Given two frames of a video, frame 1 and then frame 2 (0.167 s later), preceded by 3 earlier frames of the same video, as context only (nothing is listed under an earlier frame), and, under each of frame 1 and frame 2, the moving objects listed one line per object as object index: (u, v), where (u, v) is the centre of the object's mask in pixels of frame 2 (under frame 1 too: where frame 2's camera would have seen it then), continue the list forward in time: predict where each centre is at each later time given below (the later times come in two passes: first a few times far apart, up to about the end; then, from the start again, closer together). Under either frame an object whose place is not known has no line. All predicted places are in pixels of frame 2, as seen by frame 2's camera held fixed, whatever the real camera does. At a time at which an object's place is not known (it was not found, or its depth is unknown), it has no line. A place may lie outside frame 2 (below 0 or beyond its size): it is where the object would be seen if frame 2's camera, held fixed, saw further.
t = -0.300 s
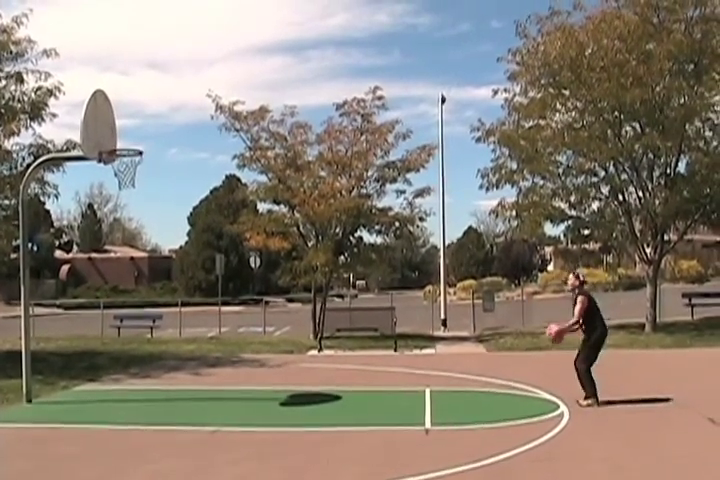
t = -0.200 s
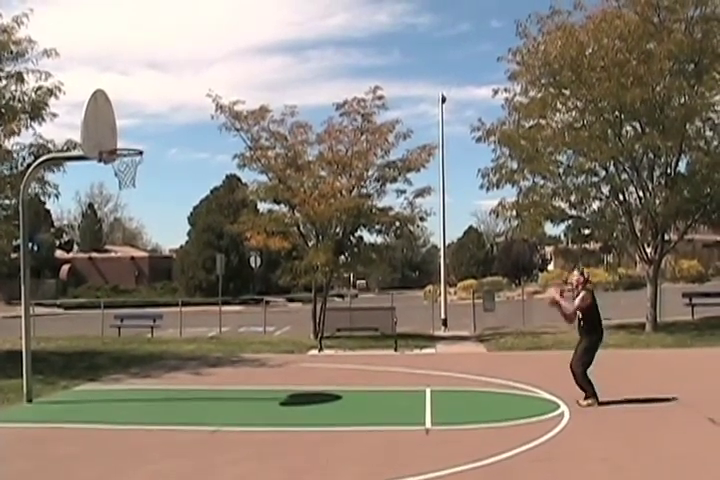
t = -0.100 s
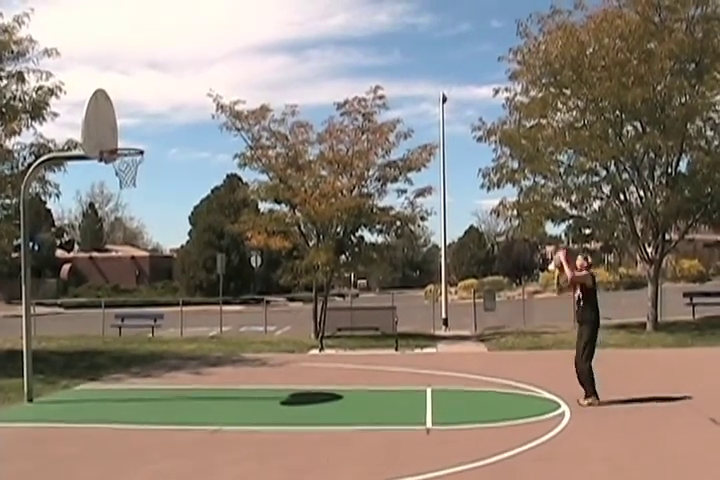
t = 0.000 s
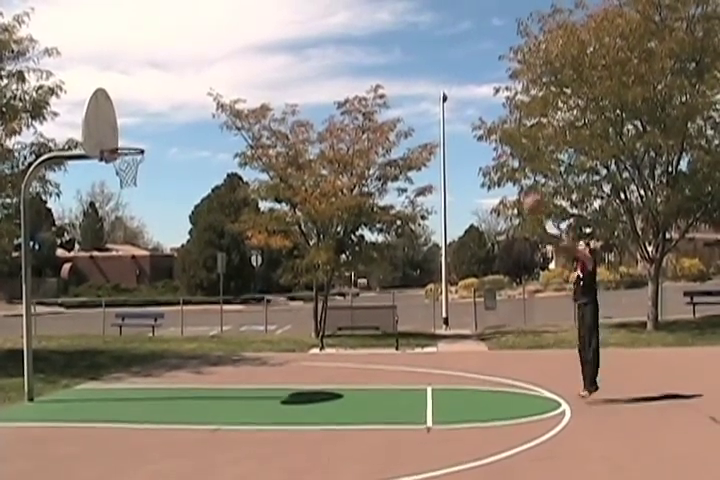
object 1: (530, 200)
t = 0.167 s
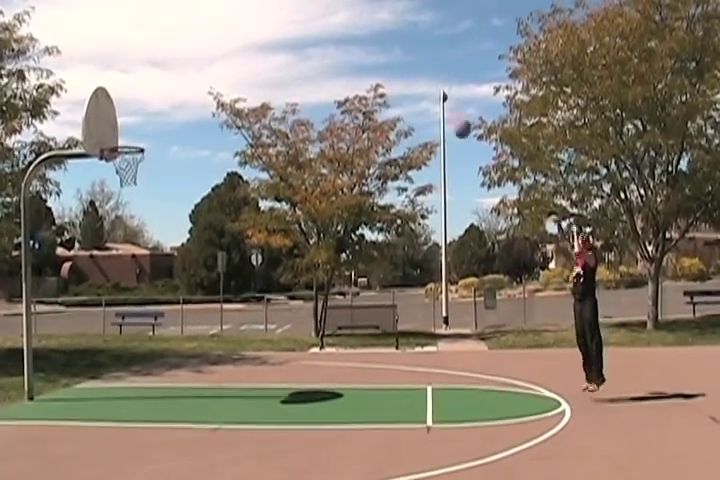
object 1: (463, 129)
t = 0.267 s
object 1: (421, 94)
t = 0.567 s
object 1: (307, 46)
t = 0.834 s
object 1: (211, 66)
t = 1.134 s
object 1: (125, 145)
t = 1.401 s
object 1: (111, 103)
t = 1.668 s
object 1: (139, 137)
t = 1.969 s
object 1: (166, 133)
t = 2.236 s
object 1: (189, 191)
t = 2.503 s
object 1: (213, 311)
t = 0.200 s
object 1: (449, 116)
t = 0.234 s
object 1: (435, 106)
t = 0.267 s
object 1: (421, 94)
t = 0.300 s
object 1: (408, 86)
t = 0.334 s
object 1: (395, 78)
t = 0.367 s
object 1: (383, 70)
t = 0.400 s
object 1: (369, 64)
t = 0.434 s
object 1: (357, 58)
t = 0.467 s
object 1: (344, 54)
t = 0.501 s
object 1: (331, 51)
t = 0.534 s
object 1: (319, 49)
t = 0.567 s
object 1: (307, 46)
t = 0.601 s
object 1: (294, 46)
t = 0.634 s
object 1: (282, 46)
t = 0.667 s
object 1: (270, 47)
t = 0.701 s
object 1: (258, 49)
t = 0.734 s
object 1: (246, 52)
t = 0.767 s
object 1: (234, 56)
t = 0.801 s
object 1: (223, 60)
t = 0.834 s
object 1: (211, 66)
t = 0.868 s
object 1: (199, 72)
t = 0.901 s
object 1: (188, 80)
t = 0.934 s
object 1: (176, 88)
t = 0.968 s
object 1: (165, 98)
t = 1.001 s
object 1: (154, 108)
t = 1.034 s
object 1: (143, 118)
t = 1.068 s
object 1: (132, 130)
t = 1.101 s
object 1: (121, 142)
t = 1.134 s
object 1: (125, 145)
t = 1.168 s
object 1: (137, 144)
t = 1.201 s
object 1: (133, 135)
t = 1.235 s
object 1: (128, 128)
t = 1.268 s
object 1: (124, 120)
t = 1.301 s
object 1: (120, 114)
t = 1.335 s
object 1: (115, 108)
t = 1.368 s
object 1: (109, 103)
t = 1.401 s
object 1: (111, 103)
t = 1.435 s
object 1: (115, 104)
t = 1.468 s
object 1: (118, 107)
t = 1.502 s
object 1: (122, 110)
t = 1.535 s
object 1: (125, 114)
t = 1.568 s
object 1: (129, 119)
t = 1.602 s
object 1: (132, 125)
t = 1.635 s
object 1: (136, 132)
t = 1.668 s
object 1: (139, 137)
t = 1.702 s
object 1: (142, 134)
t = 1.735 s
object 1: (145, 130)
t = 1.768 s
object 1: (148, 129)
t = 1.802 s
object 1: (151, 127)
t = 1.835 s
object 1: (154, 126)
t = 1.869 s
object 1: (157, 127)
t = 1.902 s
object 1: (160, 128)
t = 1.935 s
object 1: (163, 131)
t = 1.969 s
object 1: (166, 133)
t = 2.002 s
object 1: (169, 137)
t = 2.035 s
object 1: (172, 142)
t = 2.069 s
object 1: (175, 148)
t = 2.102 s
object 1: (178, 155)
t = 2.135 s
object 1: (181, 163)
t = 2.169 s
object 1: (183, 172)
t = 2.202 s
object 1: (186, 181)
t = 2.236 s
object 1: (189, 191)
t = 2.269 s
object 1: (192, 202)
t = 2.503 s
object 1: (213, 311)
